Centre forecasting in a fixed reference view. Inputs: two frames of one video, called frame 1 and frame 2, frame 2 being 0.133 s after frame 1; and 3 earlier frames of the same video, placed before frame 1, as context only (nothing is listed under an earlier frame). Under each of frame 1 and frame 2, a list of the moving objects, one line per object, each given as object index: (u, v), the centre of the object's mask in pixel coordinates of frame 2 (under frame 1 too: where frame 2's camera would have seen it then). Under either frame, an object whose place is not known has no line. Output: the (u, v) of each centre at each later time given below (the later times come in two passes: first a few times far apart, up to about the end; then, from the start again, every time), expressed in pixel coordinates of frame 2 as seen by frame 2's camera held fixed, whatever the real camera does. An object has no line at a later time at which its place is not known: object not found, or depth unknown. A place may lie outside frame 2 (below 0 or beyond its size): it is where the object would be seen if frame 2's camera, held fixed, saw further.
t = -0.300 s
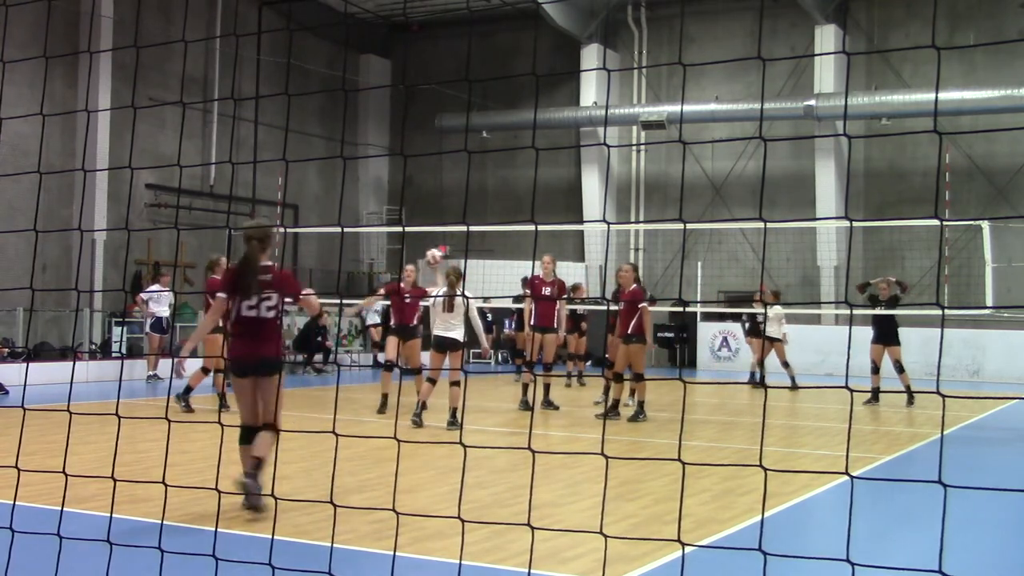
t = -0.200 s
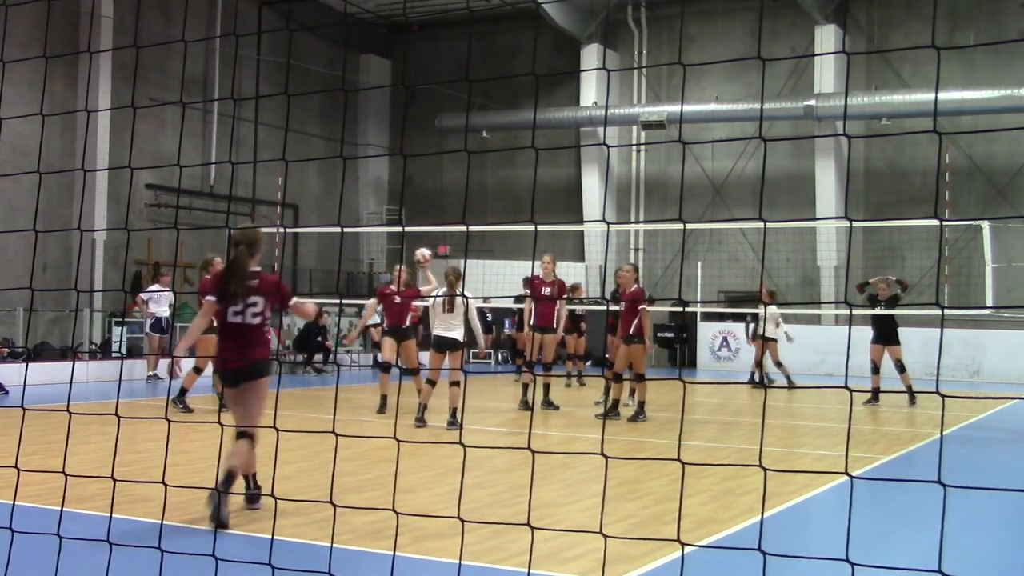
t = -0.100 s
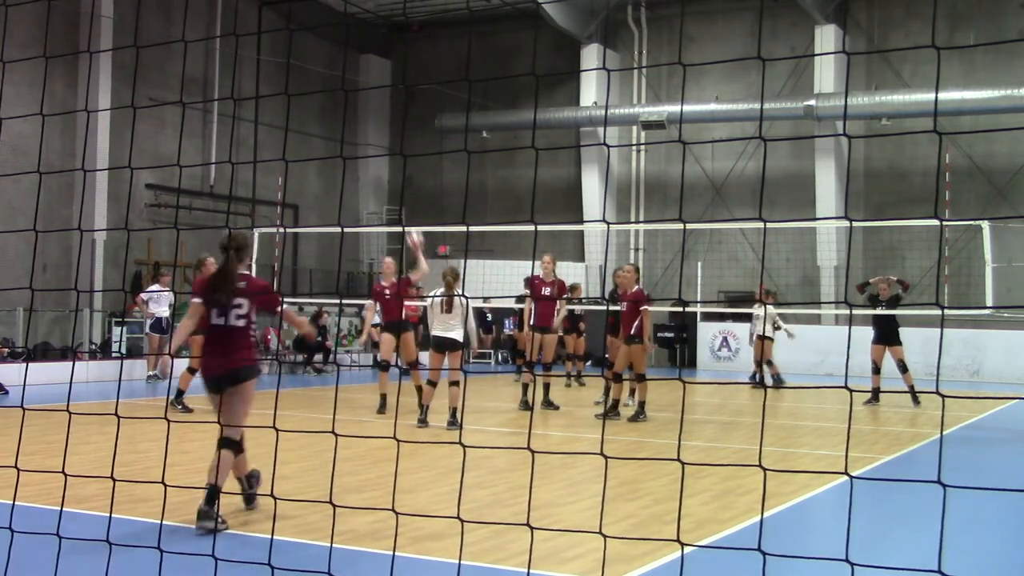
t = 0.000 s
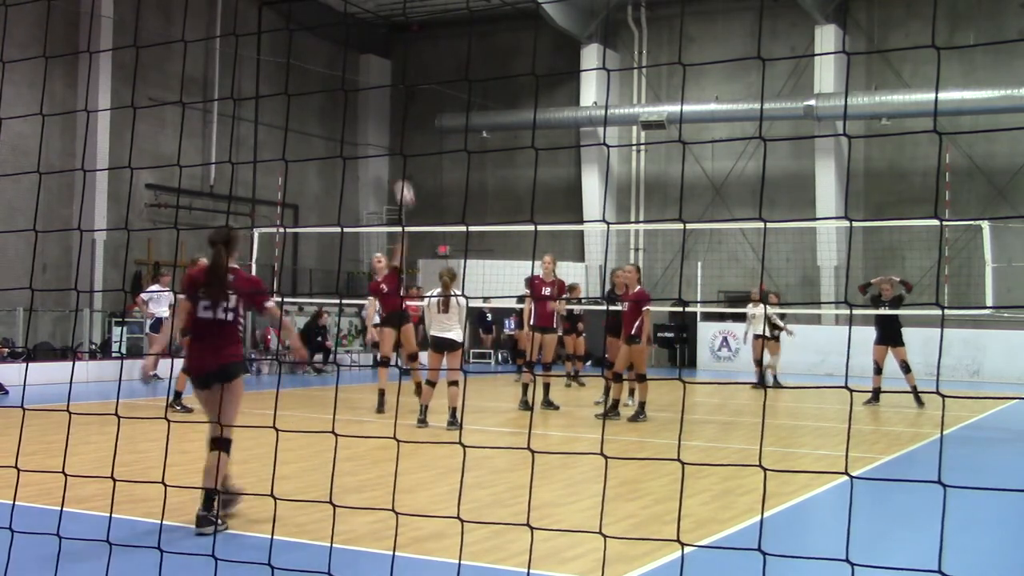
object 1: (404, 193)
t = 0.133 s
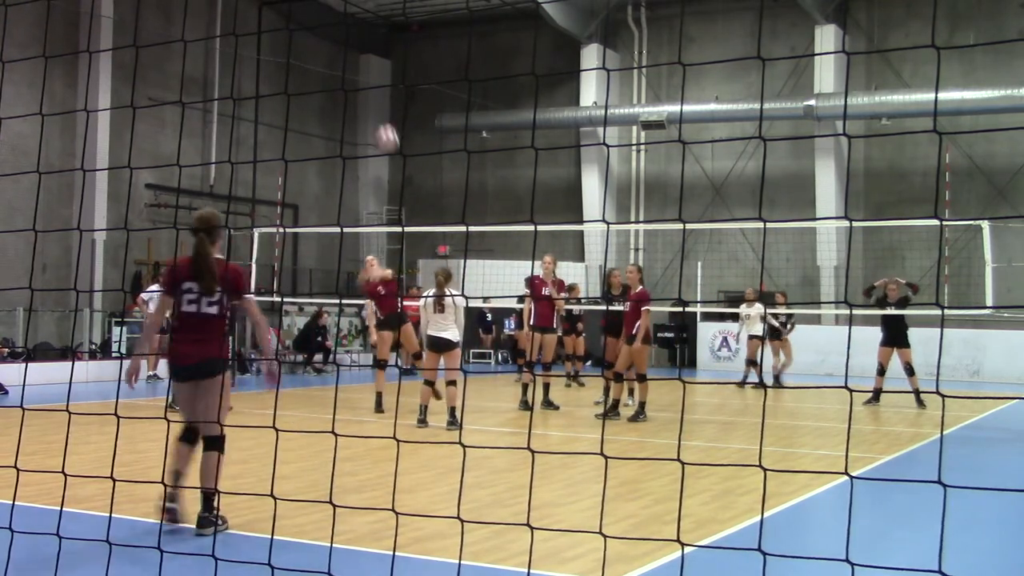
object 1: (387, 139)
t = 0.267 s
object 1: (365, 91)
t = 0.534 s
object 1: (302, 36)
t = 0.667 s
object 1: (258, 39)
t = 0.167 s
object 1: (382, 126)
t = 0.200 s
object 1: (377, 113)
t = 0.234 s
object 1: (372, 103)
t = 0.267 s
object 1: (365, 91)
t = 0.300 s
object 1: (358, 78)
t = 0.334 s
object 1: (352, 72)
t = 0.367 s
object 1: (344, 63)
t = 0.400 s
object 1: (337, 56)
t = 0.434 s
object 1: (329, 49)
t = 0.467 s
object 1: (321, 44)
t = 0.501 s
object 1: (312, 39)
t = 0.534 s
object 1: (302, 36)
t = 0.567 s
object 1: (292, 34)
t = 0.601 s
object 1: (282, 34)
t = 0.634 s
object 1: (269, 36)
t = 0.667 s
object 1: (258, 39)
